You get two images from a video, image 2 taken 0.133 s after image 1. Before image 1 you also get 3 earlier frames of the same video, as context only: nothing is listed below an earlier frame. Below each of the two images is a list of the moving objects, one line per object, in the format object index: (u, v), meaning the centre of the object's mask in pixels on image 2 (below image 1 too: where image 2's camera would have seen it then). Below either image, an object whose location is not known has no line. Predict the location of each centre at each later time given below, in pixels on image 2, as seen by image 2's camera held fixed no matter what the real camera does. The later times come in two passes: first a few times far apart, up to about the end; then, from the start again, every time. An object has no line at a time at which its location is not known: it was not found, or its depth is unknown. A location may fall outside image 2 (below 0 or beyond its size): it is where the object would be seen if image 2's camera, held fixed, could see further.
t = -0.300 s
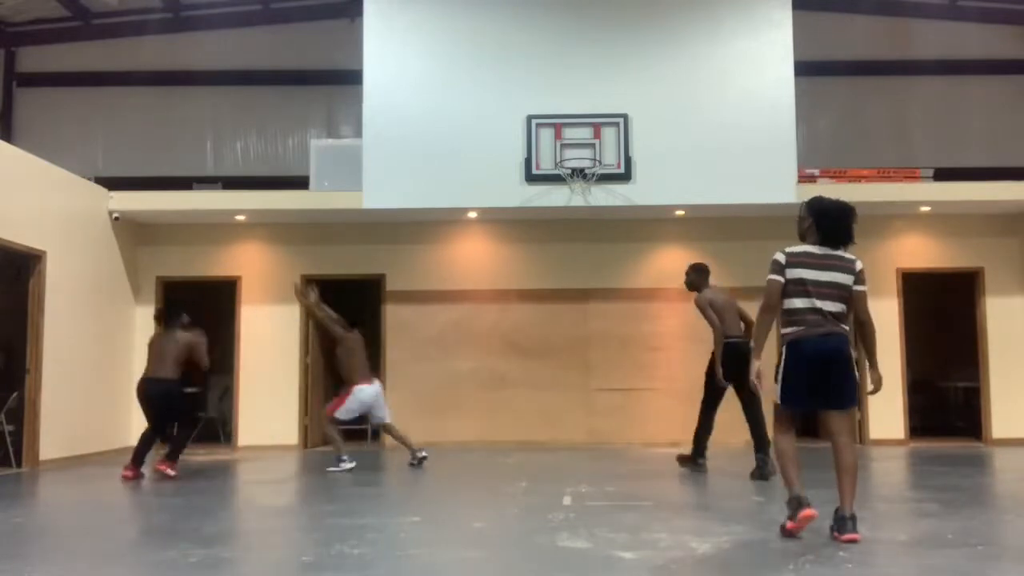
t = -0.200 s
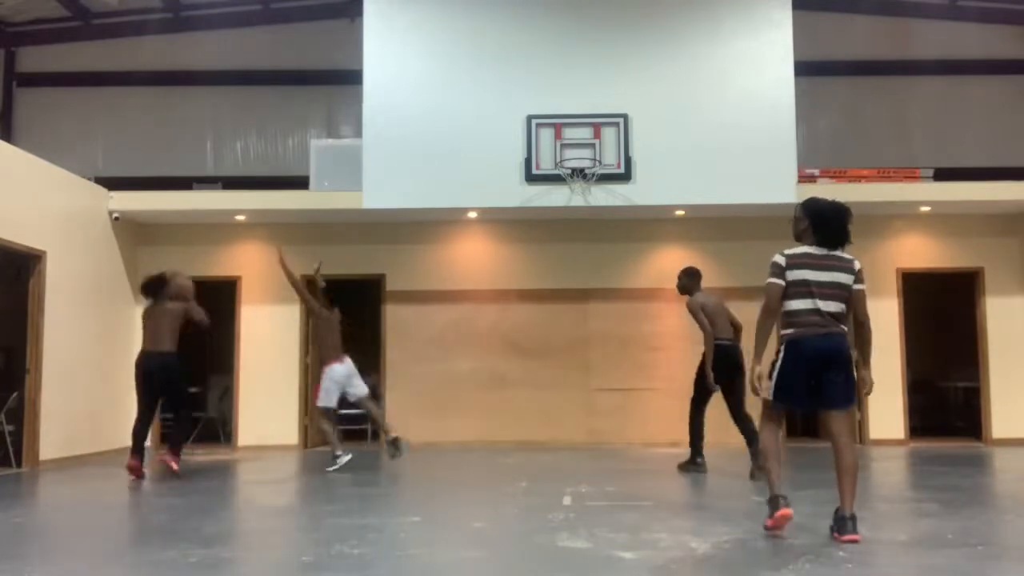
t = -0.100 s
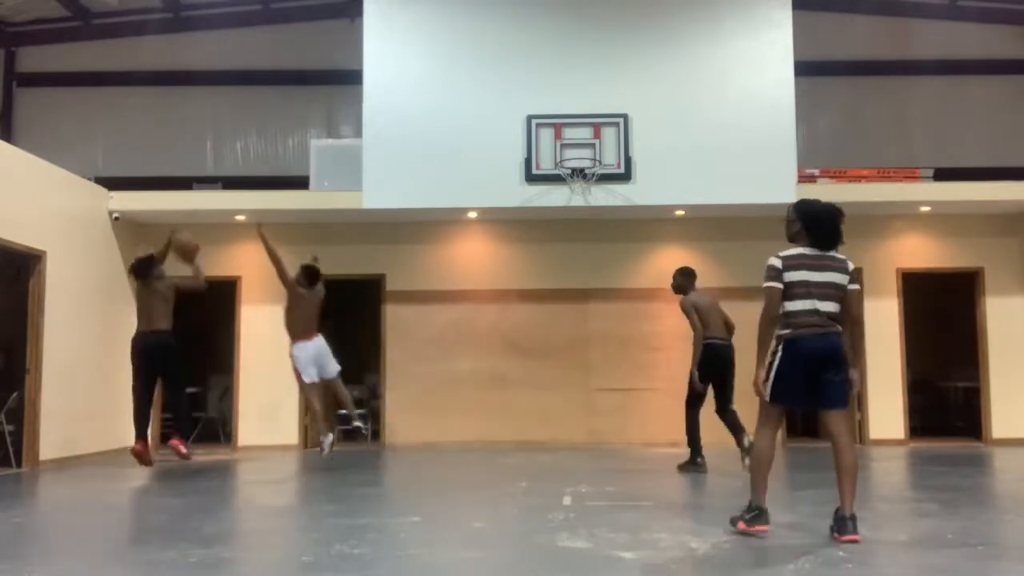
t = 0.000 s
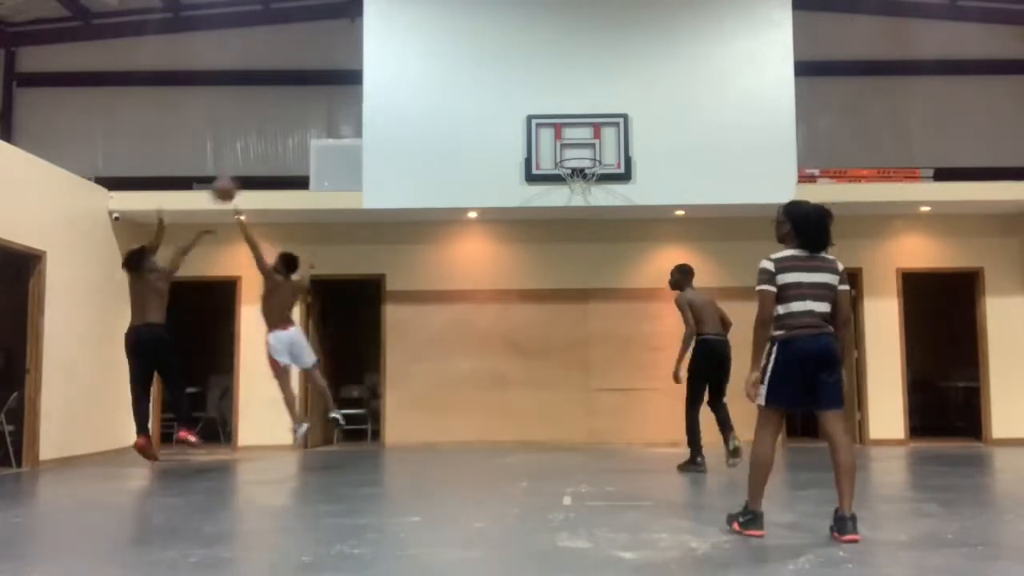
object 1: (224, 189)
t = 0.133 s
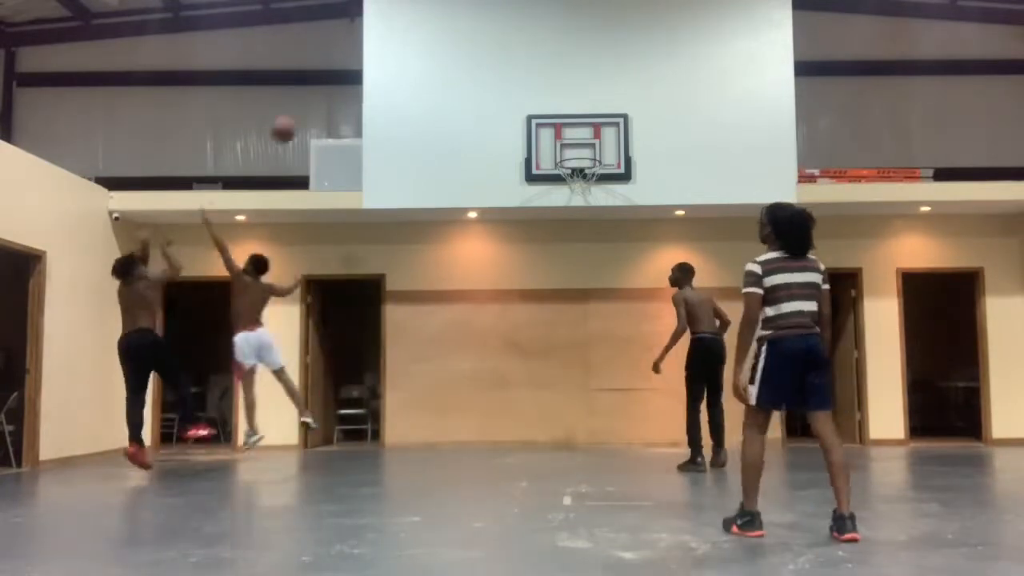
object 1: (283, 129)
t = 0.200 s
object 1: (311, 107)
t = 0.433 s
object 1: (400, 70)
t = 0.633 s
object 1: (468, 80)
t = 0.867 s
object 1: (540, 134)
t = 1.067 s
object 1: (560, 140)
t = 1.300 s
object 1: (560, 134)
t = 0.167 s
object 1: (297, 117)
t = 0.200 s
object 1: (311, 107)
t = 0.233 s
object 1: (323, 99)
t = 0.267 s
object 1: (336, 90)
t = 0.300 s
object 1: (349, 84)
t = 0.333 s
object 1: (362, 80)
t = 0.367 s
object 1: (375, 75)
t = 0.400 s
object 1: (387, 72)
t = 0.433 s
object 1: (400, 70)
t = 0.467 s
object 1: (411, 69)
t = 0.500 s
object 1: (423, 69)
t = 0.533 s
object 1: (434, 70)
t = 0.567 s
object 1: (445, 73)
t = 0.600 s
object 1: (457, 76)
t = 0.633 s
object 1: (468, 80)
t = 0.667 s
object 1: (478, 85)
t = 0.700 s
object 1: (489, 91)
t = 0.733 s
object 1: (499, 97)
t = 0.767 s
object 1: (509, 105)
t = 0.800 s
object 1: (519, 113)
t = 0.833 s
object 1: (528, 122)
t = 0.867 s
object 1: (540, 134)
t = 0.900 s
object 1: (550, 145)
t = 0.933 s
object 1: (558, 154)
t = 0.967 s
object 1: (560, 156)
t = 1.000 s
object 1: (560, 150)
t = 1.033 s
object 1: (560, 145)
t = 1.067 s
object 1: (560, 140)
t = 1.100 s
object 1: (560, 137)
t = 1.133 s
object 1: (560, 135)
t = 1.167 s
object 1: (560, 133)
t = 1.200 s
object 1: (560, 132)
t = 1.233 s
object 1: (560, 132)
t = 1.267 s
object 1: (560, 133)
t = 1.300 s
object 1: (560, 134)
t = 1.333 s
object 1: (560, 137)
